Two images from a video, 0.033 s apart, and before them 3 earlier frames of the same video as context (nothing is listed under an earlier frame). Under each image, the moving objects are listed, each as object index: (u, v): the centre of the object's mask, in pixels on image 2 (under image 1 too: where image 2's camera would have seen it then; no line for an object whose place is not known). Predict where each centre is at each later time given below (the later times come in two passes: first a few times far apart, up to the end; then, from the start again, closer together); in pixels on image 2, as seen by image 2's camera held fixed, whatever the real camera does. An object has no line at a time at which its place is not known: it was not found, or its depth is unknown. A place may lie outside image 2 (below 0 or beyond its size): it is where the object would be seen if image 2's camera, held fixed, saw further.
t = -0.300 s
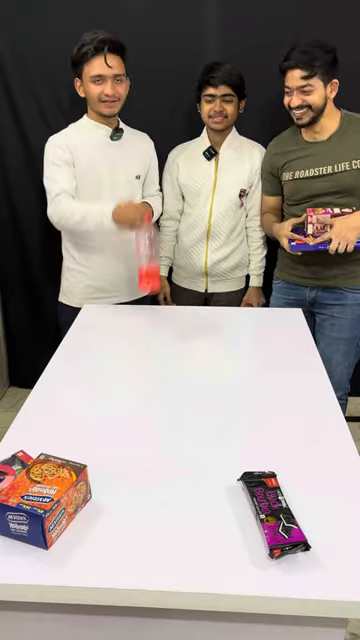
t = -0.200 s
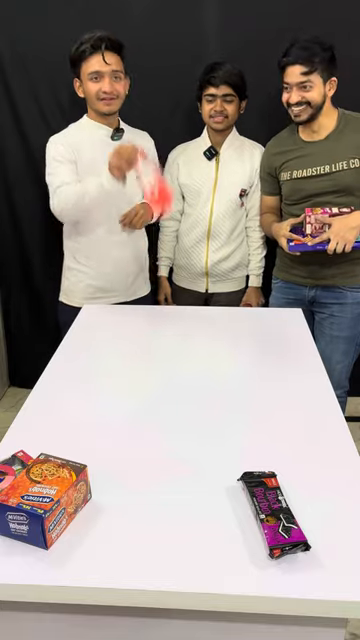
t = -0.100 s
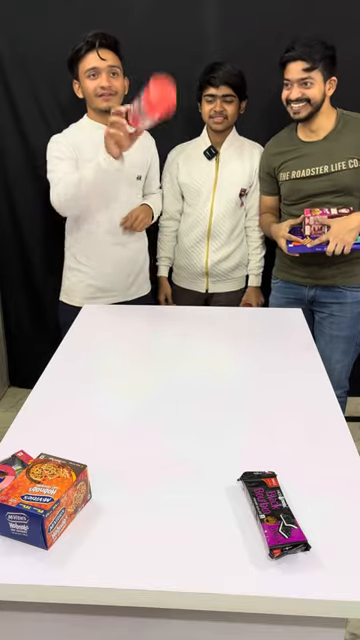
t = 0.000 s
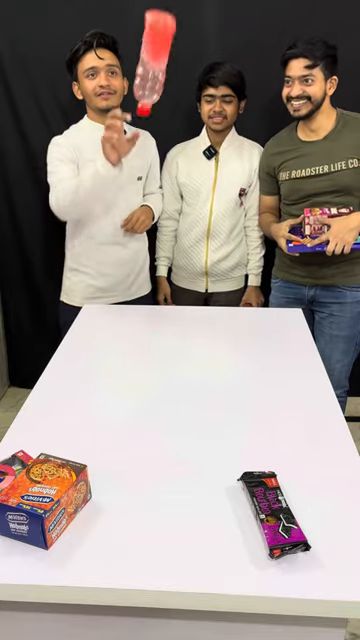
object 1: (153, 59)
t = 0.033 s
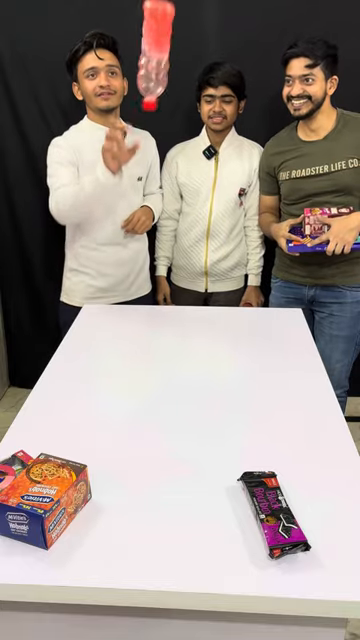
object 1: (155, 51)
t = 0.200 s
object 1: (160, 62)
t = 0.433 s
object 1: (163, 292)
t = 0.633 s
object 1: (165, 386)
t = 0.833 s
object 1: (157, 388)
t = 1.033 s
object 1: (152, 389)
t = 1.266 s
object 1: (147, 390)
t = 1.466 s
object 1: (139, 393)
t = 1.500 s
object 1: (137, 393)
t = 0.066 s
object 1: (156, 49)
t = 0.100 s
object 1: (158, 46)
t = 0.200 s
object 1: (160, 62)
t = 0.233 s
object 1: (160, 81)
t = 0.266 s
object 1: (161, 105)
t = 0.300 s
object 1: (162, 131)
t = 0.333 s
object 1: (163, 169)
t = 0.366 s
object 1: (164, 206)
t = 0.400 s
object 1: (164, 251)
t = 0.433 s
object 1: (163, 292)
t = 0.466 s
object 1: (162, 337)
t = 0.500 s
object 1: (165, 370)
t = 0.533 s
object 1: (165, 379)
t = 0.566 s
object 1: (166, 383)
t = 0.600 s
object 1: (166, 385)
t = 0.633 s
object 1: (165, 386)
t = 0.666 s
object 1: (164, 387)
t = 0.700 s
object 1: (162, 387)
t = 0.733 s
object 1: (160, 388)
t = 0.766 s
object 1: (159, 388)
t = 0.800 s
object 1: (158, 388)
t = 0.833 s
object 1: (157, 388)
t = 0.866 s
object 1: (156, 389)
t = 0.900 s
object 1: (155, 389)
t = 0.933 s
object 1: (154, 389)
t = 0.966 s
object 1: (154, 389)
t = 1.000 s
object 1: (153, 389)
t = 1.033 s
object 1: (152, 389)
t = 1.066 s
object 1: (152, 389)
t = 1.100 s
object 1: (151, 389)
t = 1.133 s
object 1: (151, 390)
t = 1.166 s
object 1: (150, 390)
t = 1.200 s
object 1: (149, 390)
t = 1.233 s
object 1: (148, 390)
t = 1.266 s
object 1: (147, 390)
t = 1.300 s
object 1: (146, 391)
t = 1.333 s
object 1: (145, 391)
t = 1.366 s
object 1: (144, 391)
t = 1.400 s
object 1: (142, 392)
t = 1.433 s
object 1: (140, 392)
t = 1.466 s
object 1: (139, 393)
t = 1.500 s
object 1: (137, 393)
